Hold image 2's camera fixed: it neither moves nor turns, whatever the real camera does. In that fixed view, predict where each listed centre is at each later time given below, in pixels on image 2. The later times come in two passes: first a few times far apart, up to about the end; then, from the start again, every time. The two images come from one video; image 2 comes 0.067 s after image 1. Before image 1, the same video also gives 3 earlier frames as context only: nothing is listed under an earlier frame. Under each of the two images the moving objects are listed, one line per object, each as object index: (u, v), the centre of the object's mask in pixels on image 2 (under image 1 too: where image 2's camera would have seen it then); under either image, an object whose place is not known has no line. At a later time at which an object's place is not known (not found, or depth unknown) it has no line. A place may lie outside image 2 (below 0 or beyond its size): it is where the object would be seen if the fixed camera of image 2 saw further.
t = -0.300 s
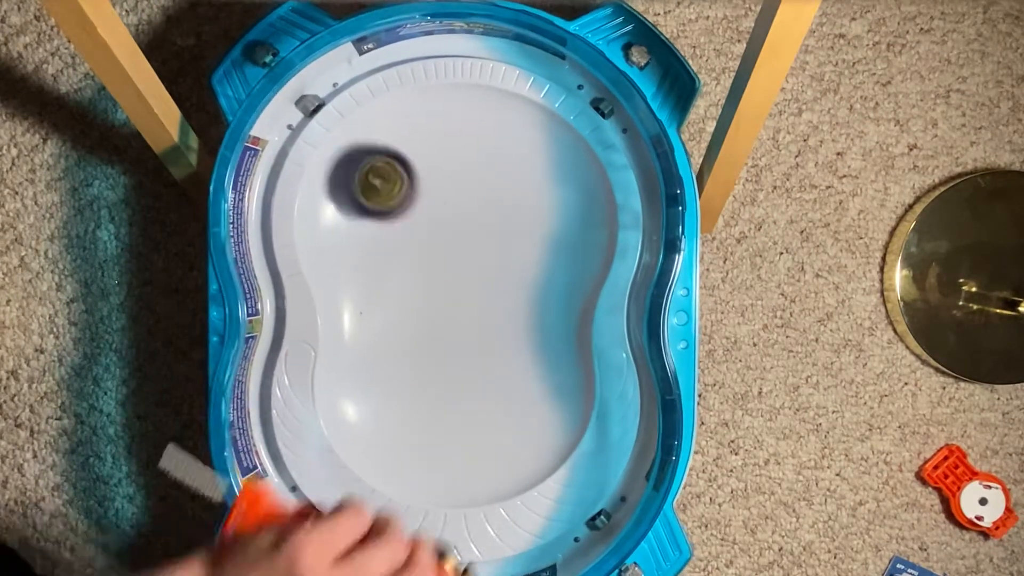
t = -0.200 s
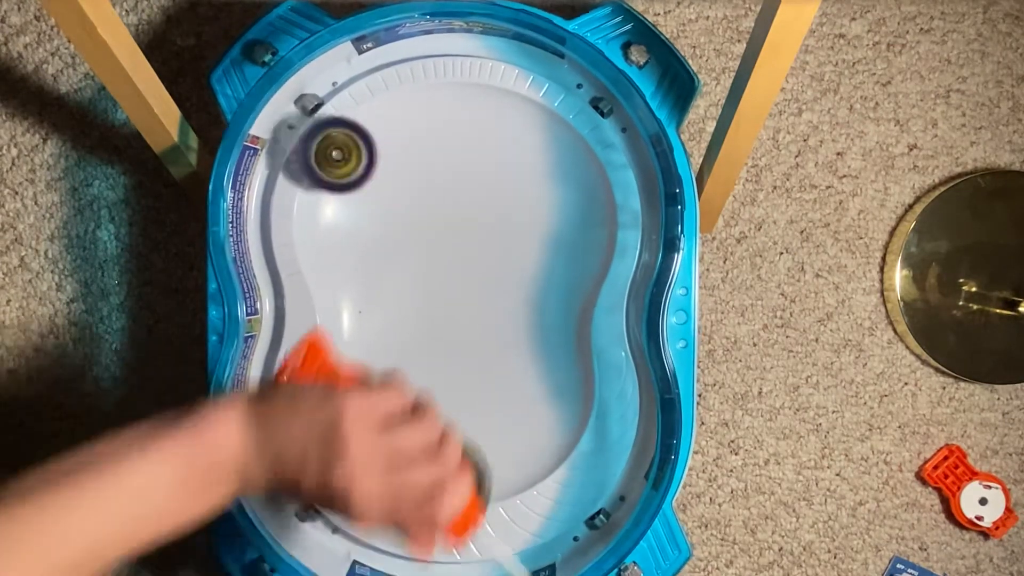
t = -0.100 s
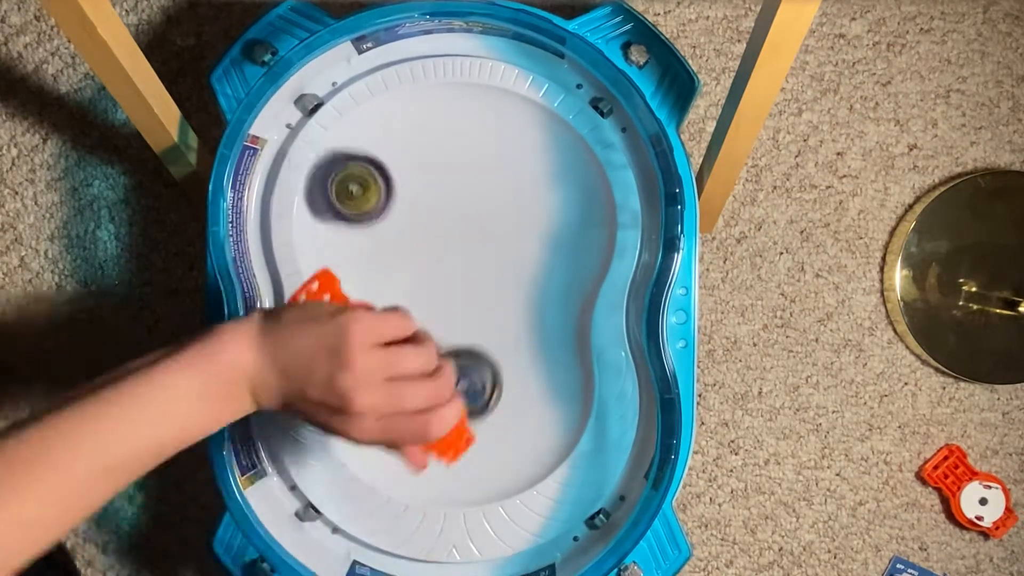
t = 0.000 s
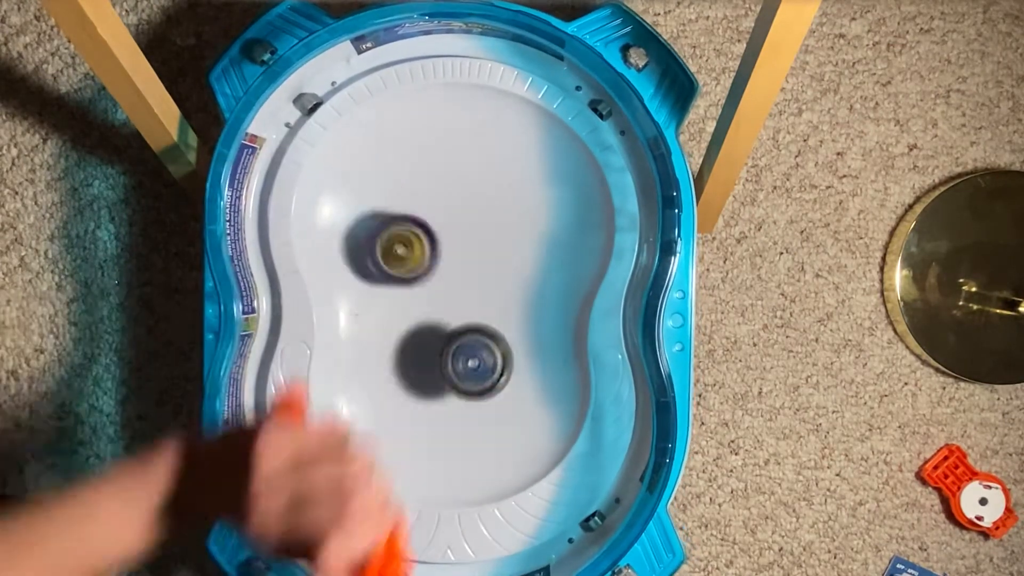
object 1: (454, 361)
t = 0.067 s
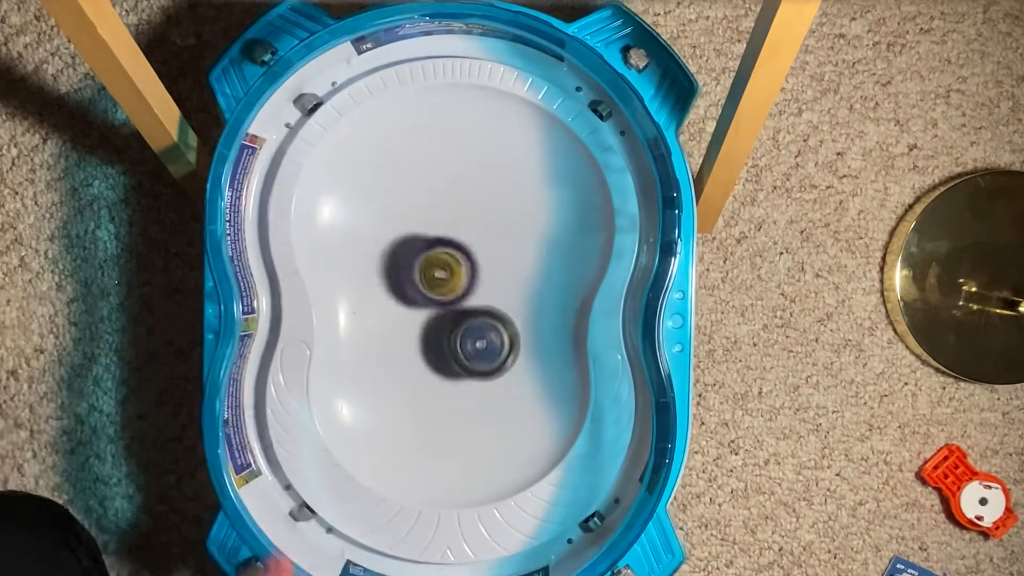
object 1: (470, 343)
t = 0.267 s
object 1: (493, 357)
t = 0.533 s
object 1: (471, 305)
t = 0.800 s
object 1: (457, 453)
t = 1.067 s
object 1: (506, 541)
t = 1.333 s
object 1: (458, 465)
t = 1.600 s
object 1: (398, 302)
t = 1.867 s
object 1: (373, 360)
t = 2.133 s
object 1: (443, 387)
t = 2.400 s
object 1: (414, 531)
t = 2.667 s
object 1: (415, 542)
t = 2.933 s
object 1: (443, 551)
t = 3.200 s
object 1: (514, 458)
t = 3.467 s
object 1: (513, 181)
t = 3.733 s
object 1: (321, 180)
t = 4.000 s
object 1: (476, 445)
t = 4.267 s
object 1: (510, 306)
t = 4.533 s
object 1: (419, 316)
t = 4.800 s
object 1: (419, 481)
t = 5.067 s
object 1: (499, 344)
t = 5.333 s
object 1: (484, 181)
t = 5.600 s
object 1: (347, 199)
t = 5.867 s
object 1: (426, 328)
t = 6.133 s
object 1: (507, 301)
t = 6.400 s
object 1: (511, 190)
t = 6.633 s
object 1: (393, 199)
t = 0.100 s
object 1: (470, 348)
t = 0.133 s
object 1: (476, 356)
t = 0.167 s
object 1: (488, 362)
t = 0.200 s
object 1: (492, 364)
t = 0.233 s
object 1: (493, 362)
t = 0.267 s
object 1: (493, 357)
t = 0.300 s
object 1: (493, 350)
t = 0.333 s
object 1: (491, 341)
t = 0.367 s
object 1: (489, 332)
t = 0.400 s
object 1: (485, 324)
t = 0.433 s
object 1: (482, 317)
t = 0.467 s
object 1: (478, 311)
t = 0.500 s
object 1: (475, 307)
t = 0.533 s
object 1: (471, 305)
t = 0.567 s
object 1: (466, 305)
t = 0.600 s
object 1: (461, 307)
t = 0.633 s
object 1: (455, 313)
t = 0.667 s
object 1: (449, 321)
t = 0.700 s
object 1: (442, 332)
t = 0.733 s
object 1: (438, 353)
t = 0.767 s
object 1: (447, 406)
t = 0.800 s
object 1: (457, 453)
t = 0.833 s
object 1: (466, 487)
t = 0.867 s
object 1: (472, 504)
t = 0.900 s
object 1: (484, 518)
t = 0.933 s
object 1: (498, 526)
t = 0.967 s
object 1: (506, 540)
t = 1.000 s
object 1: (511, 548)
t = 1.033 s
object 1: (507, 544)
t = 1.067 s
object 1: (506, 541)
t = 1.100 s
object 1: (504, 538)
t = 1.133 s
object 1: (497, 532)
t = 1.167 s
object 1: (491, 527)
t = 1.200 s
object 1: (486, 523)
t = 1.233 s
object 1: (477, 515)
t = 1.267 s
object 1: (469, 505)
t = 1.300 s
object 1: (464, 489)
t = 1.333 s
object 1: (458, 465)
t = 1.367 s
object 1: (454, 436)
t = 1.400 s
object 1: (452, 406)
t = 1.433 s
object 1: (447, 380)
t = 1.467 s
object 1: (439, 357)
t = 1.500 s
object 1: (430, 337)
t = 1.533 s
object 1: (419, 321)
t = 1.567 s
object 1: (408, 309)
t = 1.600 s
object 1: (398, 302)
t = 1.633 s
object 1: (390, 297)
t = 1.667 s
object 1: (383, 297)
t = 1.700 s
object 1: (378, 300)
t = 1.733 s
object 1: (375, 307)
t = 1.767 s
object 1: (373, 317)
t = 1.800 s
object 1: (372, 330)
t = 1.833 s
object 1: (373, 345)
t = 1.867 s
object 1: (373, 360)
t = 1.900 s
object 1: (373, 375)
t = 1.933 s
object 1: (374, 387)
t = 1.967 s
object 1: (378, 396)
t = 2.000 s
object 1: (387, 403)
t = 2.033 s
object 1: (399, 406)
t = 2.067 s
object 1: (415, 405)
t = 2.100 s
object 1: (430, 398)
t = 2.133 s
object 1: (443, 387)
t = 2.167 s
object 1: (455, 372)
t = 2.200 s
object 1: (466, 351)
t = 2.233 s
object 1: (463, 363)
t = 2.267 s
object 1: (446, 416)
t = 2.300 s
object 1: (435, 468)
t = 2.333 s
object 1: (420, 499)
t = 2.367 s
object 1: (407, 517)
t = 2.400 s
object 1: (414, 531)
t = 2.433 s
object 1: (409, 538)
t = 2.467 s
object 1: (401, 542)
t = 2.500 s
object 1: (396, 551)
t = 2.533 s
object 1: (400, 547)
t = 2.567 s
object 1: (403, 544)
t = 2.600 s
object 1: (413, 544)
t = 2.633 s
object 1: (417, 543)
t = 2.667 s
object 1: (415, 542)
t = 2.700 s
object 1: (417, 544)
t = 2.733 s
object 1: (421, 545)
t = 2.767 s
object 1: (429, 547)
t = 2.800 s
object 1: (426, 545)
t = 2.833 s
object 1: (429, 545)
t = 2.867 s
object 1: (431, 544)
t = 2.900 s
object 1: (435, 543)
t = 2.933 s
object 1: (443, 551)
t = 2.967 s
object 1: (448, 555)
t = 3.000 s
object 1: (466, 548)
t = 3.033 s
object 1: (477, 542)
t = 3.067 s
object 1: (486, 533)
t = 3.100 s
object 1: (493, 519)
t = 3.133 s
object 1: (497, 502)
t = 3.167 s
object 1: (506, 482)
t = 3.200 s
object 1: (514, 458)
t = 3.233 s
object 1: (519, 428)
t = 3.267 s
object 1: (516, 390)
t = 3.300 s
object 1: (519, 353)
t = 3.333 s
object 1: (521, 318)
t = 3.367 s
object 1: (519, 281)
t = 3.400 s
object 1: (520, 246)
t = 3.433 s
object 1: (520, 212)
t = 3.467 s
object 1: (513, 181)
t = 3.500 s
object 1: (498, 153)
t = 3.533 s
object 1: (476, 132)
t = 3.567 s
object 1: (449, 118)
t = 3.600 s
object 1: (418, 113)
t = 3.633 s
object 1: (386, 116)
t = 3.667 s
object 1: (360, 128)
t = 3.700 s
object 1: (335, 150)
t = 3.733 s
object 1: (321, 180)
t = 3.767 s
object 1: (319, 218)
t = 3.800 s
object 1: (330, 260)
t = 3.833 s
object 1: (351, 302)
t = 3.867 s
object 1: (373, 341)
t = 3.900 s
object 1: (398, 375)
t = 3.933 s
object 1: (423, 404)
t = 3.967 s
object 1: (449, 429)
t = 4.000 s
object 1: (476, 445)
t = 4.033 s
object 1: (503, 455)
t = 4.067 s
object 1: (522, 453)
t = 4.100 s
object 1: (538, 440)
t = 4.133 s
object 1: (545, 419)
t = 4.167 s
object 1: (545, 393)
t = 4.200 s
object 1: (539, 365)
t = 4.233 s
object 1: (526, 336)
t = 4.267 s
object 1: (510, 306)
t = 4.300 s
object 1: (494, 294)
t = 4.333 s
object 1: (481, 291)
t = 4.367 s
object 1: (471, 289)
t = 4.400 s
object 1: (457, 290)
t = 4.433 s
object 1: (445, 292)
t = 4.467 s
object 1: (435, 298)
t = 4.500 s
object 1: (426, 305)
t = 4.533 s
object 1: (419, 316)
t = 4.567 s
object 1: (413, 330)
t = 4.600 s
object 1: (408, 346)
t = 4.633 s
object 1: (404, 366)
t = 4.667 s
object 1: (401, 388)
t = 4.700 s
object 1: (398, 413)
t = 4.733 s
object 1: (398, 439)
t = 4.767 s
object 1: (406, 462)
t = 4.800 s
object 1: (419, 481)
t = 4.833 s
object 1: (435, 490)
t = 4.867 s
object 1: (456, 486)
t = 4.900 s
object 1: (477, 471)
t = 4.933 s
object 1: (499, 450)
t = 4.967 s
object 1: (512, 425)
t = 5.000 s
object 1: (515, 398)
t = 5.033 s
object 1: (511, 370)
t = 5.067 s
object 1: (499, 344)
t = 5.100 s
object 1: (490, 319)
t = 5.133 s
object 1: (488, 300)
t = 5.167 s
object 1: (494, 282)
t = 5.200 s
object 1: (496, 261)
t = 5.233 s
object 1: (499, 238)
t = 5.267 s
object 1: (499, 218)
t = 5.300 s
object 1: (494, 199)
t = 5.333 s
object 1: (484, 181)
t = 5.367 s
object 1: (470, 168)
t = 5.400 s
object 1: (452, 157)
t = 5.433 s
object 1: (432, 150)
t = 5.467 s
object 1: (411, 150)
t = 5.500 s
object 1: (390, 154)
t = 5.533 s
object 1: (372, 165)
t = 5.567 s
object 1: (357, 179)
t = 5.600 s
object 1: (347, 199)
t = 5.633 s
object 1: (344, 222)
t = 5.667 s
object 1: (348, 244)
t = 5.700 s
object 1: (357, 263)
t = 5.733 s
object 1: (371, 279)
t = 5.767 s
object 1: (386, 295)
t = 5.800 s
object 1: (400, 309)
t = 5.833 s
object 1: (413, 320)
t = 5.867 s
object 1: (426, 328)
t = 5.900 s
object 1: (438, 334)
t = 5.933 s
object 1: (450, 336)
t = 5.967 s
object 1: (462, 336)
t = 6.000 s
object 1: (474, 334)
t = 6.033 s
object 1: (485, 330)
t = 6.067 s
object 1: (493, 323)
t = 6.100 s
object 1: (500, 313)
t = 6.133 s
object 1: (507, 301)
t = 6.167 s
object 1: (512, 288)
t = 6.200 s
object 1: (517, 275)
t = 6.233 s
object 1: (522, 262)
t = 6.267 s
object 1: (528, 248)
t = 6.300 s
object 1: (531, 234)
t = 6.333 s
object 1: (529, 218)
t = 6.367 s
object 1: (522, 203)
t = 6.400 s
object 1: (511, 190)
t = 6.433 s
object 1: (497, 182)
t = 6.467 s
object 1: (480, 176)
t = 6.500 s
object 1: (460, 174)
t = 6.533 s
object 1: (441, 176)
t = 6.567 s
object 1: (422, 181)
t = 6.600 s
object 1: (405, 190)
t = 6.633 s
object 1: (393, 199)
